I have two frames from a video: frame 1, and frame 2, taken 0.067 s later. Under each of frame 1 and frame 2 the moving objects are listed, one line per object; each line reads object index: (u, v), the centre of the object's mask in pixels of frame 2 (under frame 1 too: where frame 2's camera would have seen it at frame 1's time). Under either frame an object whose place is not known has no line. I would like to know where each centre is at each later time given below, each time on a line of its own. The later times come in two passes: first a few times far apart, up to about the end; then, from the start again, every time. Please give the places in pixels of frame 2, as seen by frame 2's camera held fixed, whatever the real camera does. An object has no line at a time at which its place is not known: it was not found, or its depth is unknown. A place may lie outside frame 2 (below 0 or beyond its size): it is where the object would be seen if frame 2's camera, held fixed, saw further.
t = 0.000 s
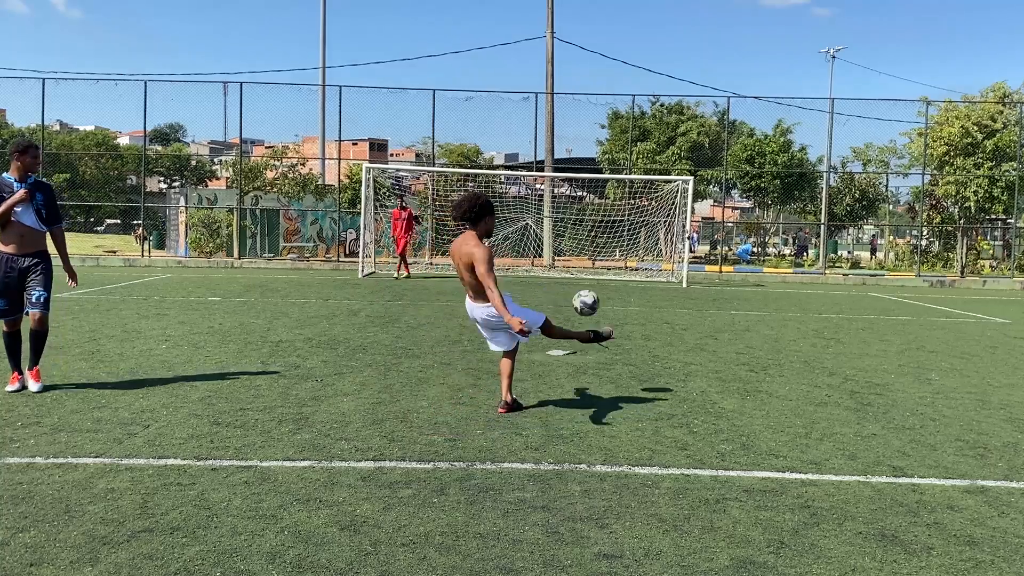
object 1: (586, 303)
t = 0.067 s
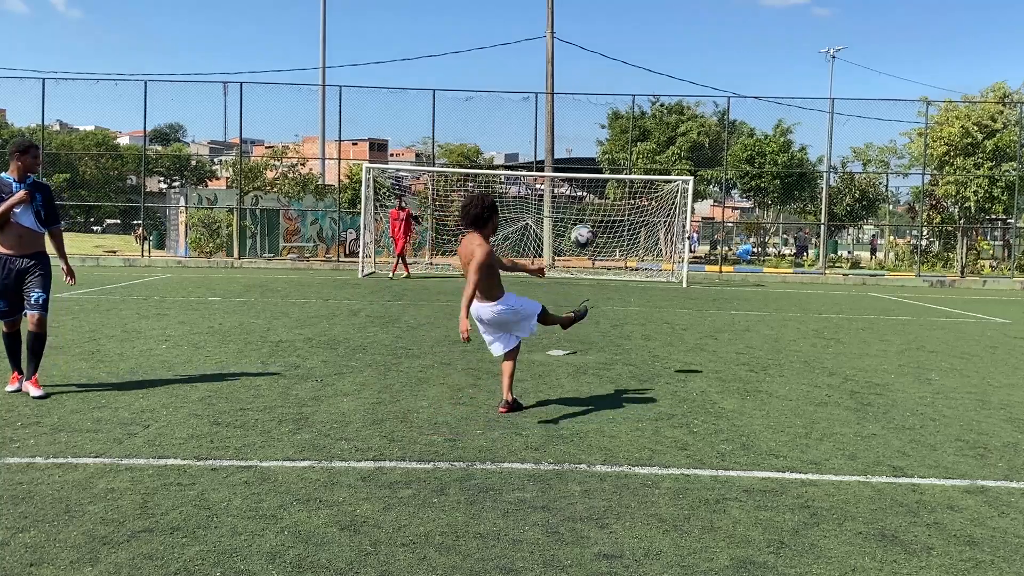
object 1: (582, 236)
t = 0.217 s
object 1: (576, 144)
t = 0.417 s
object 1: (569, 94)
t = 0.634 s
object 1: (563, 91)
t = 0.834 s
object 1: (559, 113)
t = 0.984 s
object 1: (556, 141)
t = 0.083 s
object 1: (582, 222)
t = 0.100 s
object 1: (580, 210)
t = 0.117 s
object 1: (580, 198)
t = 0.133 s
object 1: (579, 186)
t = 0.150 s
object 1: (579, 177)
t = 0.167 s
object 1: (578, 168)
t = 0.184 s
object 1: (577, 159)
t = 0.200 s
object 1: (577, 151)
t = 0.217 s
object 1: (576, 144)
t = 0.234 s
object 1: (575, 138)
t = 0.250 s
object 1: (575, 132)
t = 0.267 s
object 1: (574, 126)
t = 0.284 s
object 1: (574, 121)
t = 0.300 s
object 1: (573, 117)
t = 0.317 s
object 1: (573, 112)
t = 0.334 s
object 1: (572, 108)
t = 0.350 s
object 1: (572, 105)
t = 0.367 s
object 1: (571, 101)
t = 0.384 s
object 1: (571, 99)
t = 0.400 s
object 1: (570, 96)
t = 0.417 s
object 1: (569, 94)
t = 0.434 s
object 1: (569, 92)
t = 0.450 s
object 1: (568, 90)
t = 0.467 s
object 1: (568, 89)
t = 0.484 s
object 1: (567, 88)
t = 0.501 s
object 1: (567, 88)
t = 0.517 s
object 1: (566, 87)
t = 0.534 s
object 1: (566, 87)
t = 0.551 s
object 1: (565, 87)
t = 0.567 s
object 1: (565, 88)
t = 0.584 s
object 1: (564, 88)
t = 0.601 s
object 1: (564, 89)
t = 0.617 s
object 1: (564, 89)
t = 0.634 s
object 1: (563, 91)
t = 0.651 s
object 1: (563, 91)
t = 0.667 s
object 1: (563, 93)
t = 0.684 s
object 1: (562, 94)
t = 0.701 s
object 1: (561, 96)
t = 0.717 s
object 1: (561, 97)
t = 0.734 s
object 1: (561, 99)
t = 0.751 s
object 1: (560, 101)
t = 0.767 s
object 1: (560, 103)
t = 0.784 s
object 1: (560, 106)
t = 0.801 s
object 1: (559, 108)
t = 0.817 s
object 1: (559, 111)
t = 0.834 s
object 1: (559, 113)
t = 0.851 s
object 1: (558, 116)
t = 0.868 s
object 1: (558, 119)
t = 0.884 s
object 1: (558, 122)
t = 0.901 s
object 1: (557, 125)
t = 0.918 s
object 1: (557, 128)
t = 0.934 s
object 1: (557, 131)
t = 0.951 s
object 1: (557, 135)
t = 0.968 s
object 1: (556, 138)
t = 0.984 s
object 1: (556, 141)
